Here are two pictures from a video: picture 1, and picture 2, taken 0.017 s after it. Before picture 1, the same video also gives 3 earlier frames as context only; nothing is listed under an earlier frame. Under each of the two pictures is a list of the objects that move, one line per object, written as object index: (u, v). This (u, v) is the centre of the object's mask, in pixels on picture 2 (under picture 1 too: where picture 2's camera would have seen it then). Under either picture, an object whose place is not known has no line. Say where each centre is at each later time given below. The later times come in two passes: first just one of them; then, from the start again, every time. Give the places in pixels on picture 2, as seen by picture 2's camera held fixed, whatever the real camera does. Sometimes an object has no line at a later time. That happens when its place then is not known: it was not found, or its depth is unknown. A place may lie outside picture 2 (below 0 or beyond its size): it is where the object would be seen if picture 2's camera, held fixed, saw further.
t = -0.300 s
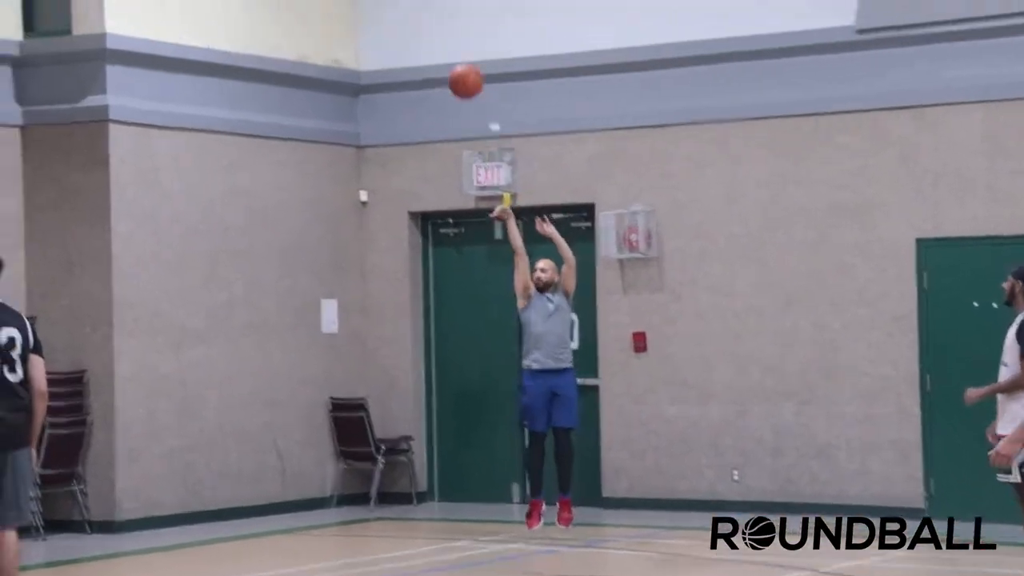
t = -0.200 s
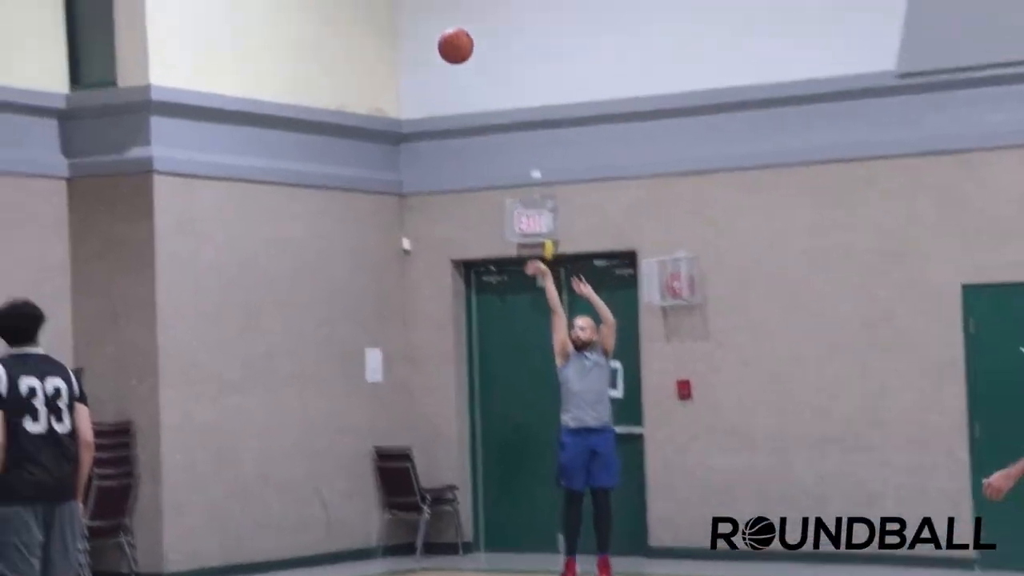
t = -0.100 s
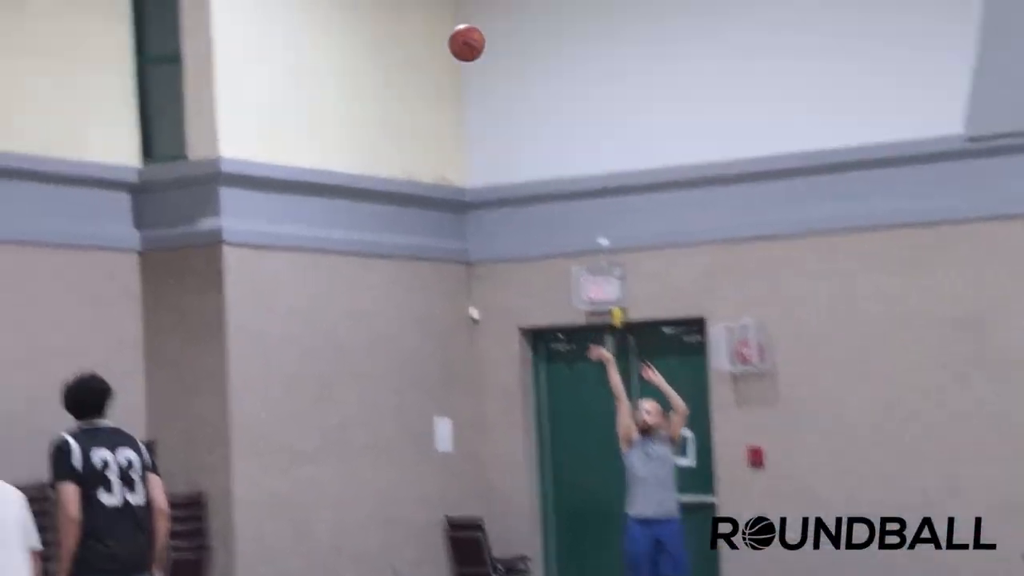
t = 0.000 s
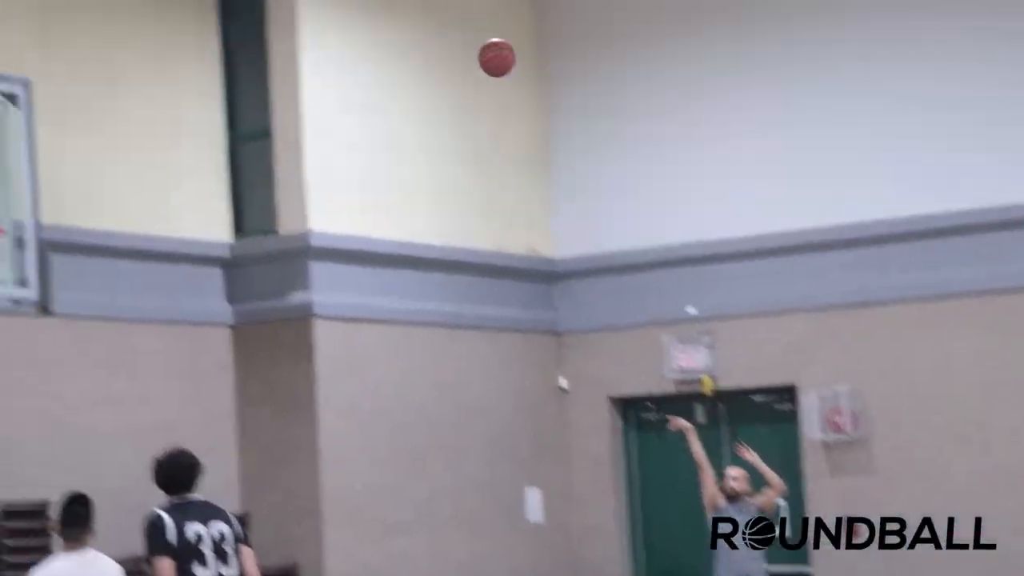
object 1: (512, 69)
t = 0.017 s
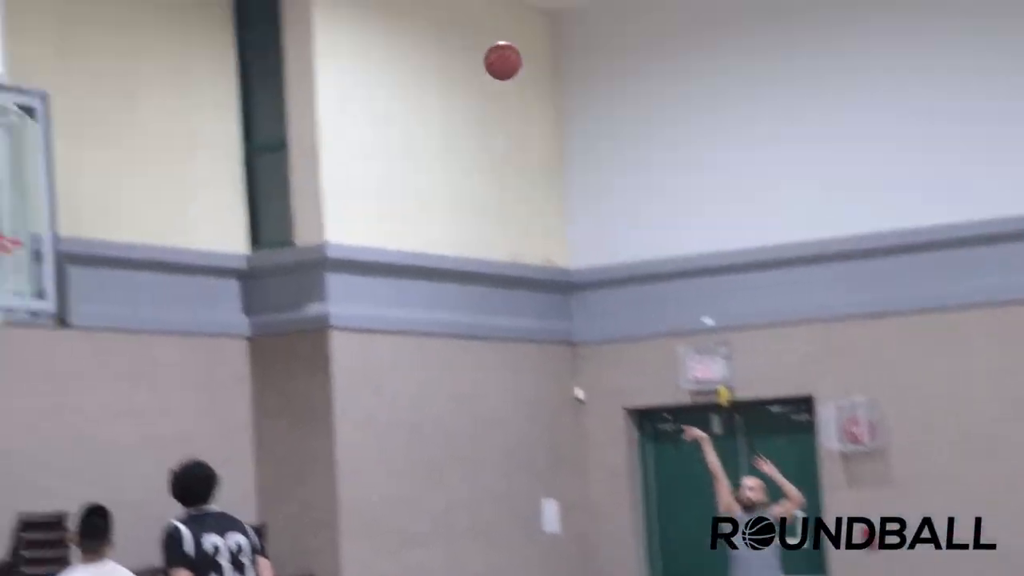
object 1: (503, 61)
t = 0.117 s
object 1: (446, 22)
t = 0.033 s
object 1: (493, 53)
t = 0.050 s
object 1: (484, 46)
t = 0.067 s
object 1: (475, 40)
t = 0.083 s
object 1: (466, 33)
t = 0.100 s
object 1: (456, 28)
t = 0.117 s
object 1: (446, 22)
